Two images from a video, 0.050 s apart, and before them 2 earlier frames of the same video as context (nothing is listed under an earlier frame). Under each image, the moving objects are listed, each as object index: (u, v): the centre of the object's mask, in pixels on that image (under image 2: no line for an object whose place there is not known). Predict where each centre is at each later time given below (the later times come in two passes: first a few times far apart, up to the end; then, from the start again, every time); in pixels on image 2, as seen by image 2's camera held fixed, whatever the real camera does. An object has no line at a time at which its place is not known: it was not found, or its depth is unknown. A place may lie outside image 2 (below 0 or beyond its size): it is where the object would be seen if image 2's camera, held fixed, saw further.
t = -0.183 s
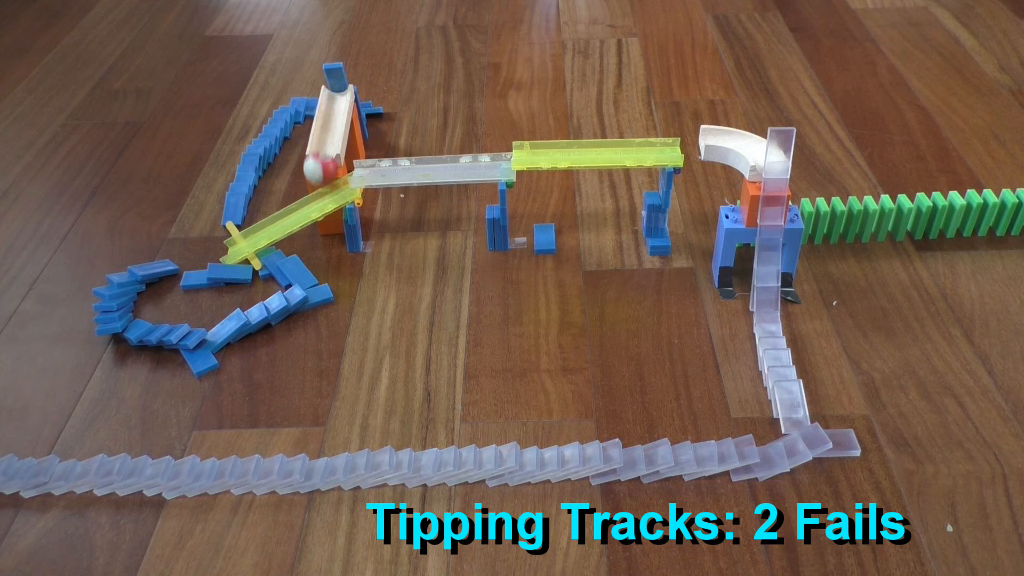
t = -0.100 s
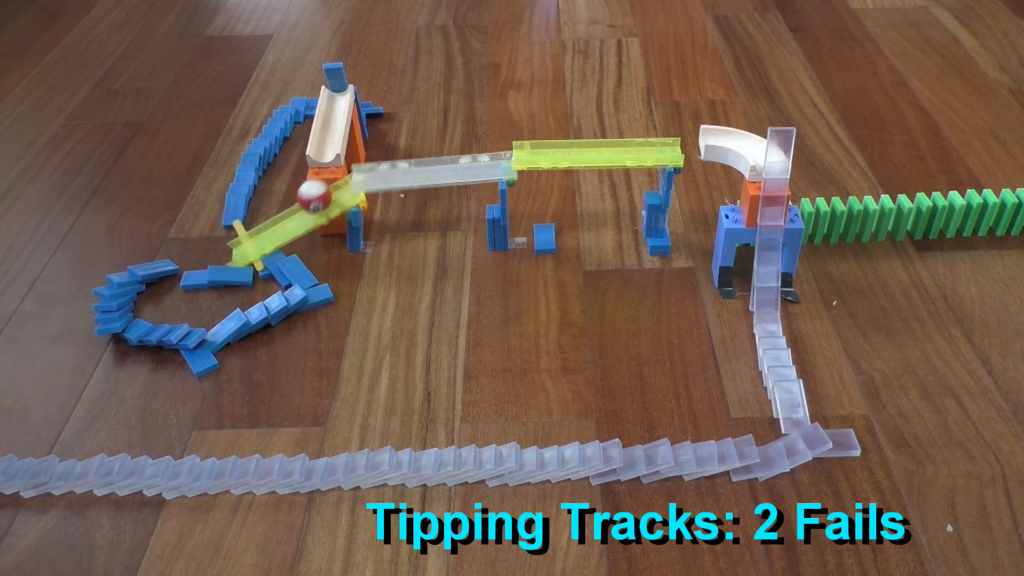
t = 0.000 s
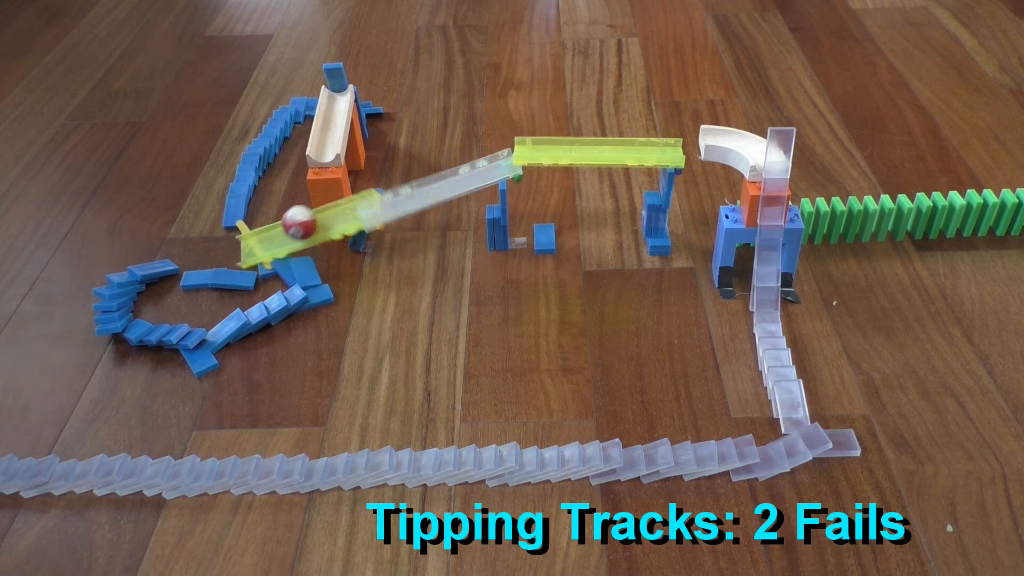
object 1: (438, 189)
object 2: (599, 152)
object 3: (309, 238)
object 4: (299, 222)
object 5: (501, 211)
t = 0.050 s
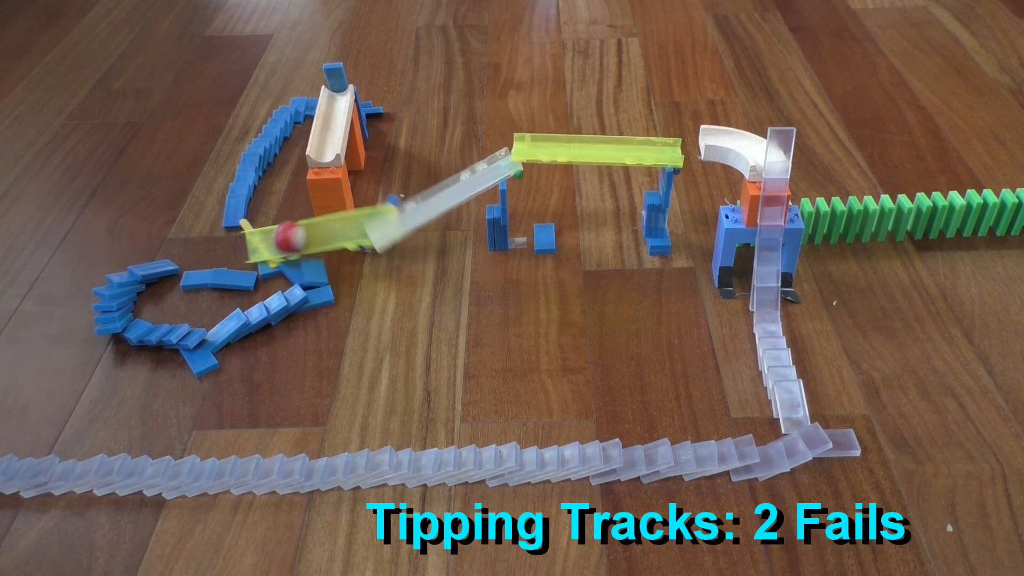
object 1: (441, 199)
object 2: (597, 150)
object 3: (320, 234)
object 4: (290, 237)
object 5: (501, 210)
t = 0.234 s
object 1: (467, 219)
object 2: (608, 160)
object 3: (363, 240)
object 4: (225, 280)
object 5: (507, 212)
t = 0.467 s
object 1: (464, 232)
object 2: (602, 170)
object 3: (360, 242)
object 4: (157, 319)
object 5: (547, 230)
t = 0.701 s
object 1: (464, 232)
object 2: (601, 170)
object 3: (362, 240)
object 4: (136, 324)
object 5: (547, 230)
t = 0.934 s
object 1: (464, 232)
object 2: (601, 170)
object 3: (361, 241)
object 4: (135, 323)
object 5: (547, 230)
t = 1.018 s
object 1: (464, 232)
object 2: (601, 170)
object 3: (361, 241)
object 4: (136, 323)
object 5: (547, 230)
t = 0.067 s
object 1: (442, 204)
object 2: (597, 149)
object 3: (328, 236)
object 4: (287, 245)
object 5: (501, 208)
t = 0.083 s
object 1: (449, 209)
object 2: (596, 148)
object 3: (335, 239)
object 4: (283, 252)
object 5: (501, 208)
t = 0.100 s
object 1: (454, 216)
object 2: (596, 146)
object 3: (343, 243)
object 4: (277, 258)
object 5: (501, 209)
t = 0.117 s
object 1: (459, 216)
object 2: (596, 146)
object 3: (341, 244)
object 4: (268, 259)
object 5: (501, 207)
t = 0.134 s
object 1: (461, 214)
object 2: (598, 145)
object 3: (344, 243)
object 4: (261, 261)
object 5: (502, 207)
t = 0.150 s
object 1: (464, 213)
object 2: (600, 146)
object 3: (348, 243)
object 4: (255, 264)
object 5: (501, 216)
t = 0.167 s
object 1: (467, 213)
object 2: (601, 148)
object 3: (353, 243)
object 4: (249, 269)
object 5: (502, 216)
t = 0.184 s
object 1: (468, 215)
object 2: (602, 151)
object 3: (356, 243)
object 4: (242, 270)
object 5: (503, 217)
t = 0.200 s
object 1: (468, 216)
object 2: (605, 154)
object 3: (359, 242)
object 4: (237, 272)
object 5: (504, 215)
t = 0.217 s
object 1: (468, 217)
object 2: (606, 157)
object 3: (361, 241)
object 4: (230, 276)
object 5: (506, 213)
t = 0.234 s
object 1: (467, 219)
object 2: (608, 160)
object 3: (363, 240)
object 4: (225, 280)
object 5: (507, 212)
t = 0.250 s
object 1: (467, 222)
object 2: (609, 165)
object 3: (362, 240)
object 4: (222, 290)
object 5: (509, 212)
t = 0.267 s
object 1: (467, 225)
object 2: (610, 171)
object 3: (362, 240)
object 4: (217, 292)
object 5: (510, 213)
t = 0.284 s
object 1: (467, 231)
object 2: (612, 178)
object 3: (362, 241)
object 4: (211, 294)
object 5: (512, 213)
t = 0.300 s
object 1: (465, 235)
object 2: (617, 177)
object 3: (362, 242)
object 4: (205, 296)
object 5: (514, 212)
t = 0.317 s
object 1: (465, 234)
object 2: (615, 173)
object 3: (361, 242)
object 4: (199, 302)
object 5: (516, 212)
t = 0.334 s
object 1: (465, 233)
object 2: (610, 172)
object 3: (361, 242)
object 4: (193, 305)
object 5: (518, 212)
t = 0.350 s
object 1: (465, 232)
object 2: (609, 172)
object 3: (361, 242)
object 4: (187, 308)
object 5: (521, 212)
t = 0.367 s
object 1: (465, 232)
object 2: (610, 170)
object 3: (360, 242)
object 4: (182, 310)
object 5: (524, 213)
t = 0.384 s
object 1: (464, 232)
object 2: (614, 168)
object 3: (360, 242)
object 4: (178, 311)
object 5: (527, 214)
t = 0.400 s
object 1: (464, 232)
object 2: (612, 167)
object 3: (360, 242)
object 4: (173, 313)
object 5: (533, 219)
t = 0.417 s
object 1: (464, 232)
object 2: (609, 167)
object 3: (360, 242)
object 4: (168, 315)
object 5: (539, 222)
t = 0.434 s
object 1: (464, 232)
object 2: (604, 170)
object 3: (360, 242)
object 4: (164, 316)
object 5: (544, 228)
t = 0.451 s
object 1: (464, 232)
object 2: (602, 170)
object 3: (360, 242)
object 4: (160, 318)
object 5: (547, 231)
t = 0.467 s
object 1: (464, 232)
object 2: (602, 170)
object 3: (360, 242)
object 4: (157, 319)
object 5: (547, 230)
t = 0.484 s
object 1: (464, 232)
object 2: (601, 170)
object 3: (360, 242)
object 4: (153, 320)
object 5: (546, 230)
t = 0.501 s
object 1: (464, 232)
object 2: (601, 170)
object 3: (361, 242)
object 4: (150, 321)
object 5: (546, 230)
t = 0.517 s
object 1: (464, 232)
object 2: (601, 170)
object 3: (361, 241)
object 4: (147, 322)
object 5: (546, 230)
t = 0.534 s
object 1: (464, 232)
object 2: (601, 170)
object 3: (361, 241)
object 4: (145, 322)
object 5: (546, 230)
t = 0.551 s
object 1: (464, 232)
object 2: (601, 170)
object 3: (361, 240)
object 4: (143, 323)
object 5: (546, 230)
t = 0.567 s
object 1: (464, 232)
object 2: (601, 170)
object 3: (362, 240)
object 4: (141, 323)
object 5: (547, 230)
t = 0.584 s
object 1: (464, 232)
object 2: (601, 170)
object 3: (362, 239)
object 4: (140, 324)
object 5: (546, 230)
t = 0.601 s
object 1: (464, 232)
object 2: (601, 170)
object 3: (362, 240)
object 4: (139, 324)
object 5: (546, 230)
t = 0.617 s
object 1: (464, 232)
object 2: (601, 170)
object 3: (362, 239)
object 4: (138, 324)
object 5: (547, 230)
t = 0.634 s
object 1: (464, 232)
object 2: (601, 170)
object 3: (362, 240)
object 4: (137, 324)
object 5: (547, 230)
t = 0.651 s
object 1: (464, 232)
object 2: (601, 170)
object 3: (362, 240)
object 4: (137, 324)
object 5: (547, 230)
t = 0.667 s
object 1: (464, 232)
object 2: (601, 170)
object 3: (362, 240)
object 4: (137, 324)
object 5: (547, 230)
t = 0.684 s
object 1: (464, 232)
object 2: (601, 170)
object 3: (362, 240)
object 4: (137, 324)
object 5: (547, 230)
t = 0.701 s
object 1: (464, 232)
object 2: (601, 170)
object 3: (362, 240)
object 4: (136, 324)
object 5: (547, 230)
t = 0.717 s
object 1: (464, 232)
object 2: (601, 170)
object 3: (362, 240)
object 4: (136, 324)
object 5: (547, 230)
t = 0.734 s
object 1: (464, 232)
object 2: (601, 170)
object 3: (361, 240)
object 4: (136, 324)
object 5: (547, 230)
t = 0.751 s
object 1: (464, 232)
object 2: (601, 170)
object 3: (361, 241)
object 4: (136, 324)
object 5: (547, 230)
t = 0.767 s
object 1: (464, 232)
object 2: (601, 170)
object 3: (361, 241)
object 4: (136, 324)
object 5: (547, 230)
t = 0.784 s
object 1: (464, 232)
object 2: (601, 170)
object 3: (361, 241)
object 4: (136, 324)
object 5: (547, 230)
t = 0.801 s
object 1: (464, 232)
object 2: (601, 170)
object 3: (361, 241)
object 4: (136, 324)
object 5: (547, 230)
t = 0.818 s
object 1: (464, 232)
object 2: (601, 170)
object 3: (361, 240)
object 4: (135, 324)
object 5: (547, 230)
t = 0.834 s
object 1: (464, 232)
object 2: (601, 170)
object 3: (361, 240)
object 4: (135, 324)
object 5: (547, 230)
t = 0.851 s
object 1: (464, 232)
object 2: (601, 170)
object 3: (361, 240)
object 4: (135, 324)
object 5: (547, 230)
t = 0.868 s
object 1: (464, 232)
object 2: (601, 170)
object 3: (362, 240)
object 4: (135, 323)
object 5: (547, 230)
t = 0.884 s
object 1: (464, 232)
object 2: (601, 170)
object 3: (361, 240)
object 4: (135, 323)
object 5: (547, 230)
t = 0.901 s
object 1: (464, 232)
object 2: (601, 170)
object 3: (361, 241)
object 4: (136, 323)
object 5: (547, 230)
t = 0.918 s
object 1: (464, 232)
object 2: (601, 170)
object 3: (361, 241)
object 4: (136, 323)
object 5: (547, 230)
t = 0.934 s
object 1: (464, 232)
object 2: (601, 170)
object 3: (361, 241)
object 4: (135, 323)
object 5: (547, 230)
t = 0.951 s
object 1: (464, 232)
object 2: (601, 170)
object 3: (361, 241)
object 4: (136, 323)
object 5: (547, 230)
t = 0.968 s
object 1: (464, 232)
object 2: (601, 170)
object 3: (361, 241)
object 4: (136, 323)
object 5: (547, 230)
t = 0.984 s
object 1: (464, 232)
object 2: (601, 170)
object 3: (361, 241)
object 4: (136, 323)
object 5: (547, 230)
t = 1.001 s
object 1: (464, 232)
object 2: (601, 170)
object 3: (361, 241)
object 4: (135, 323)
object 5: (547, 230)
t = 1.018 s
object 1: (464, 232)
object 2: (601, 170)
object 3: (361, 241)
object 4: (136, 323)
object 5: (547, 230)
